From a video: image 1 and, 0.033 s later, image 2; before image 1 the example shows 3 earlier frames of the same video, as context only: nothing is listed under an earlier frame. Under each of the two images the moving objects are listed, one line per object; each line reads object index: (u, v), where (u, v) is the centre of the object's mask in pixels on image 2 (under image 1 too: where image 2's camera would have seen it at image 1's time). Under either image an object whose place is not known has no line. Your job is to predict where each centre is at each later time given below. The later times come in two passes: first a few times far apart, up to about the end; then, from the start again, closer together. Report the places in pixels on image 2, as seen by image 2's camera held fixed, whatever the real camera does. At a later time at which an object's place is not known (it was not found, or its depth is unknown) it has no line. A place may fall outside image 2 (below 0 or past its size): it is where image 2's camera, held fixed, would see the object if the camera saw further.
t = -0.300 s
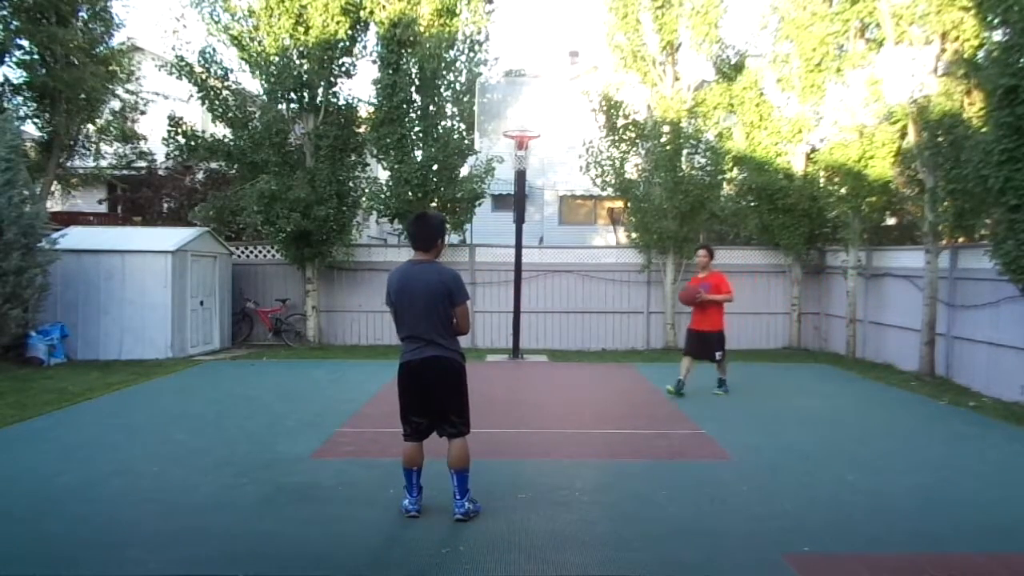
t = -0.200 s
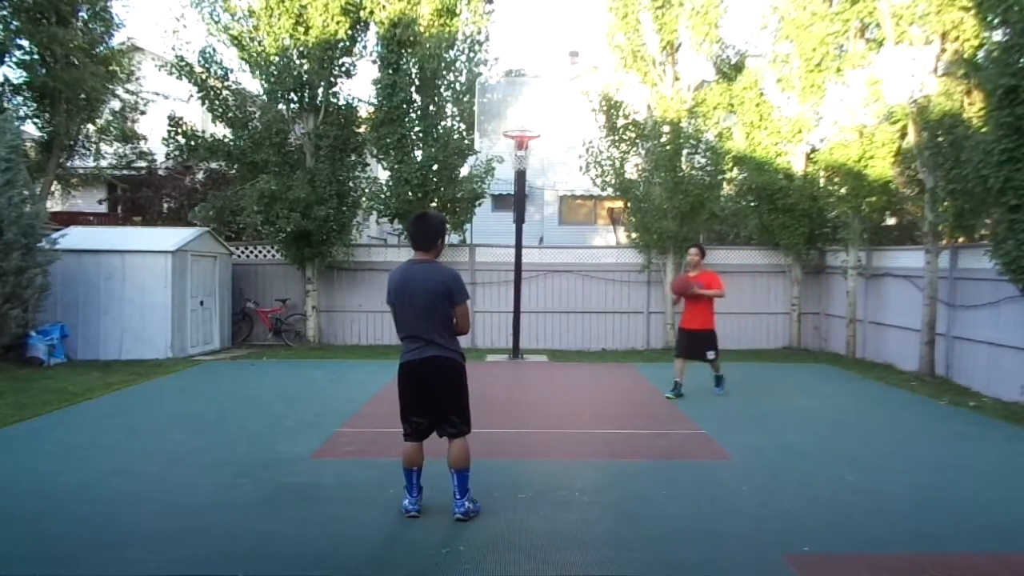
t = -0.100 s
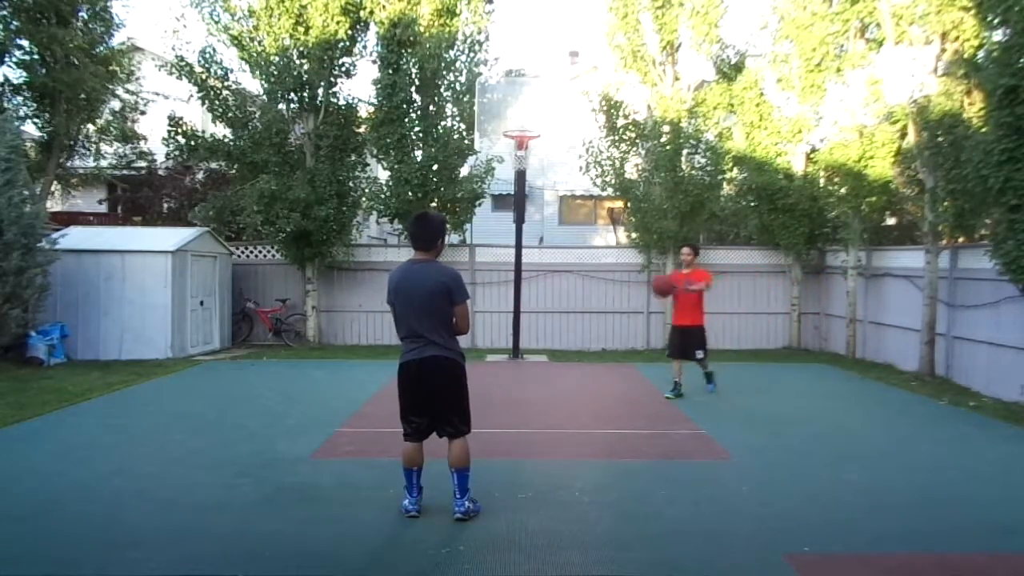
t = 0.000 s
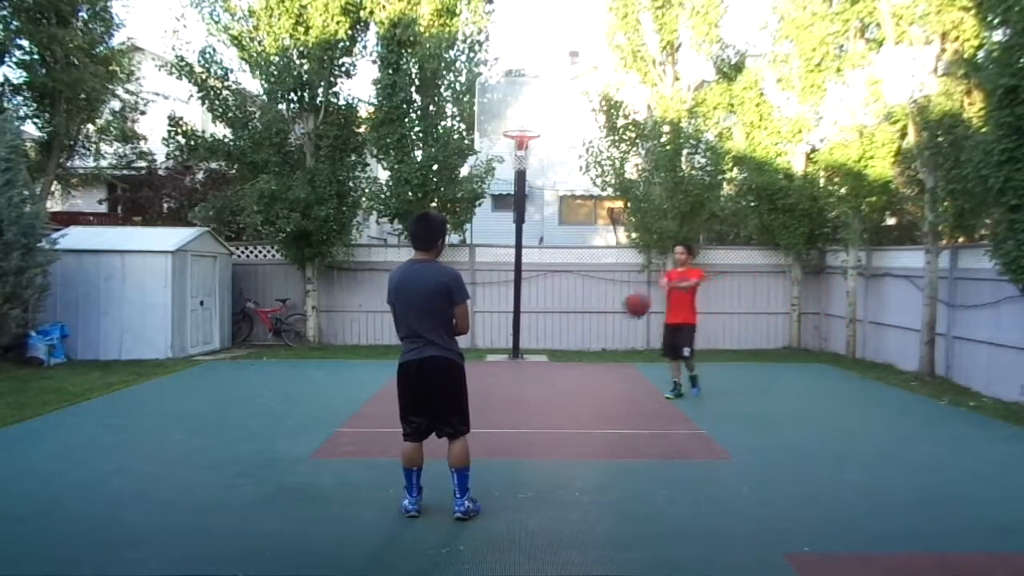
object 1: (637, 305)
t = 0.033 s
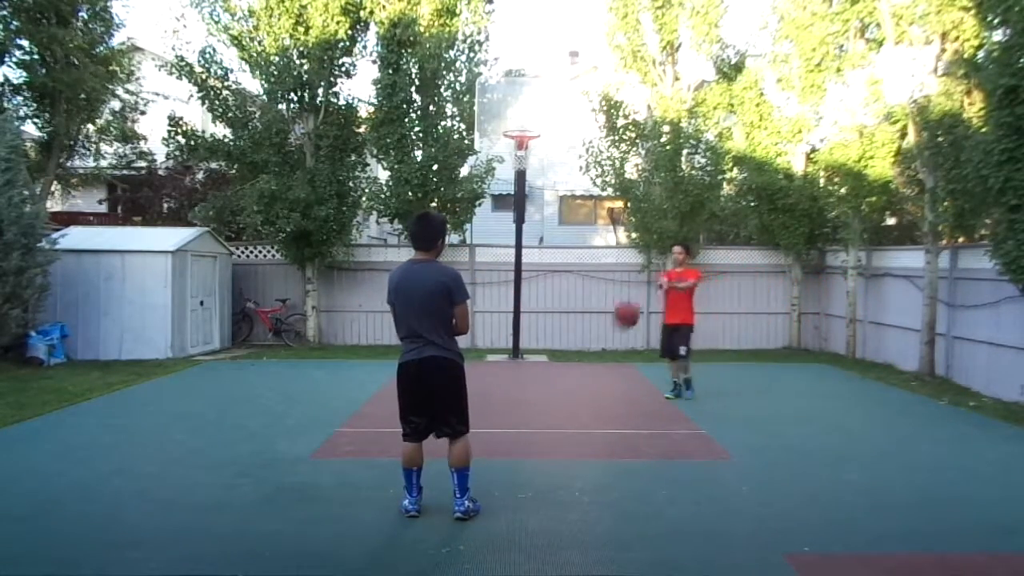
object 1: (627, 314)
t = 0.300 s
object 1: (530, 434)
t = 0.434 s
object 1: (497, 382)
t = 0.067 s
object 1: (616, 326)
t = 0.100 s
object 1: (605, 341)
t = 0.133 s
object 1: (593, 356)
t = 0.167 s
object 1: (582, 376)
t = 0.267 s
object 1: (539, 444)
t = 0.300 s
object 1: (530, 434)
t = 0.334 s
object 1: (522, 417)
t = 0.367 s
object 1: (514, 406)
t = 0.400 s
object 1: (506, 393)
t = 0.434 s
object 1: (497, 382)
